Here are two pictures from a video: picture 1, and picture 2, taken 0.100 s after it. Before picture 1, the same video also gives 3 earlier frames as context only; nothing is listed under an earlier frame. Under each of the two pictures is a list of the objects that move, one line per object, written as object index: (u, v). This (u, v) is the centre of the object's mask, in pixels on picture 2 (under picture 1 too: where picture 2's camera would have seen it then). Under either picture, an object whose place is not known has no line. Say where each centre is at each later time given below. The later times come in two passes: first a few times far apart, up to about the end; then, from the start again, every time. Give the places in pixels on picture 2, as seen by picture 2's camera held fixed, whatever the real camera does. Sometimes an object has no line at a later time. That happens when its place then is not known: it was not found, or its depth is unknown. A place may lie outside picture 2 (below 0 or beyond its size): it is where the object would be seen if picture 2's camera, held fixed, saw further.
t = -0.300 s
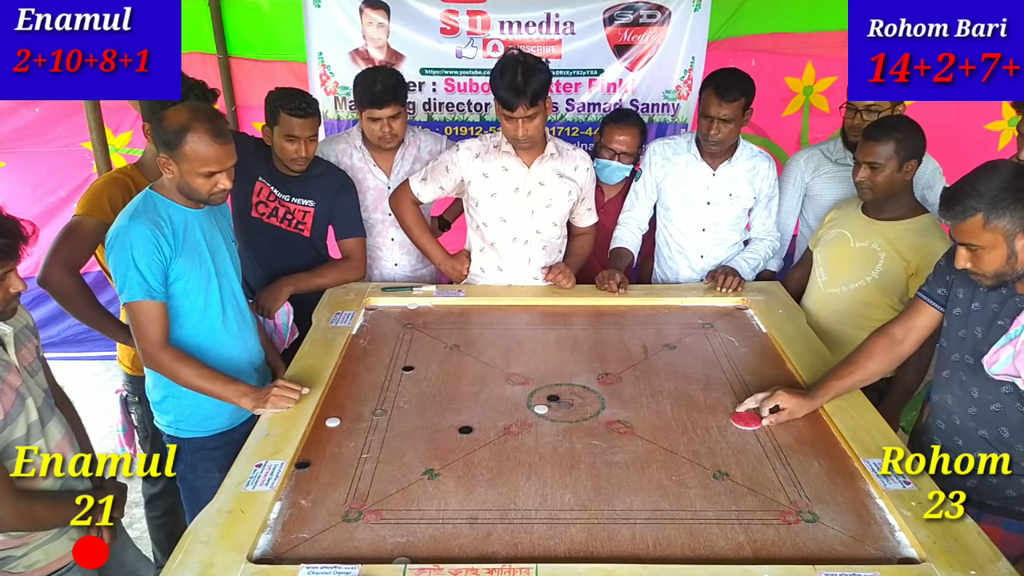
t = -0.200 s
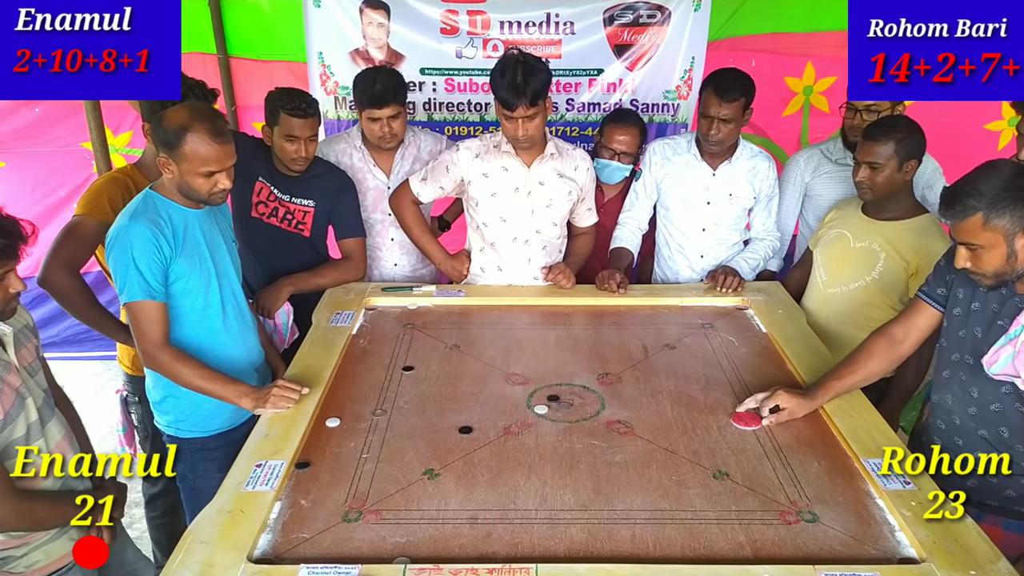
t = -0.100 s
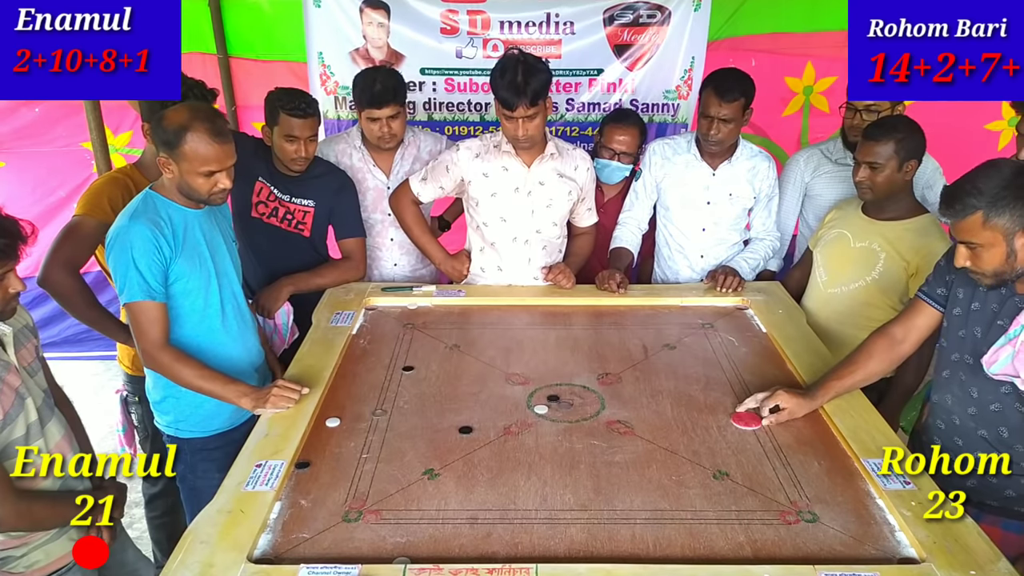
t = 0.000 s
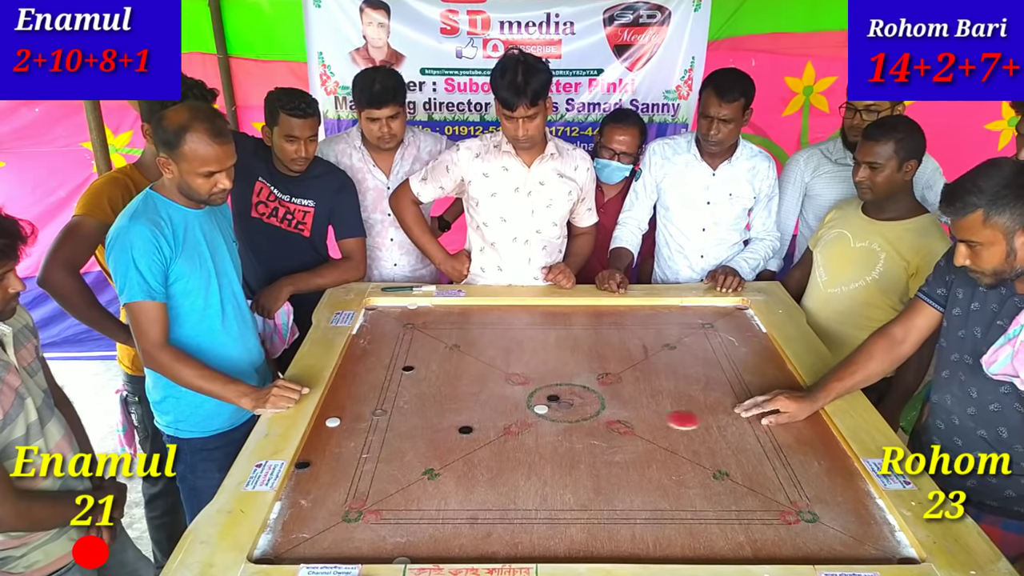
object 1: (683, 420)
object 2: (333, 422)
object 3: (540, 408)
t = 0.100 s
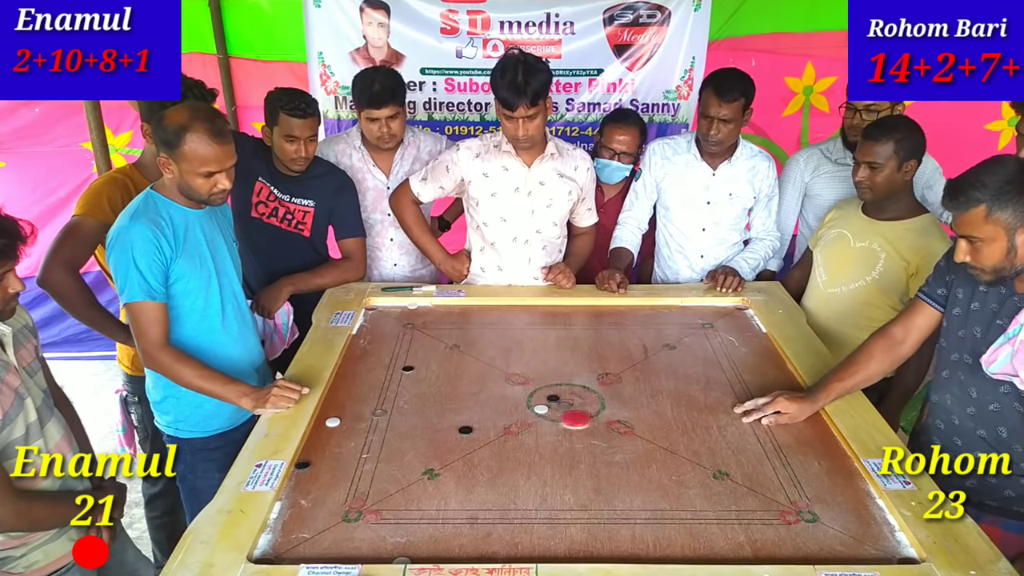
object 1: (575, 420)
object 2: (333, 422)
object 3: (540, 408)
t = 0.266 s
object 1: (420, 418)
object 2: (333, 422)
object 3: (529, 389)
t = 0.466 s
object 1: (337, 418)
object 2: (322, 433)
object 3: (519, 372)
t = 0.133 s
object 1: (541, 420)
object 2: (333, 422)
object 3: (540, 407)
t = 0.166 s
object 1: (509, 421)
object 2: (333, 422)
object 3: (537, 403)
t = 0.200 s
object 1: (476, 421)
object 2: (333, 422)
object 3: (534, 398)
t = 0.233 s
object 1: (448, 419)
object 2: (333, 422)
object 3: (531, 394)
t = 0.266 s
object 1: (420, 418)
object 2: (333, 422)
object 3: (529, 389)
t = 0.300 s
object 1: (394, 417)
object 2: (333, 422)
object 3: (526, 385)
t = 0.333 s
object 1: (375, 416)
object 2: (333, 422)
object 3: (525, 382)
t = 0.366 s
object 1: (359, 415)
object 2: (333, 421)
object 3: (523, 379)
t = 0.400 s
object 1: (350, 416)
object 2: (325, 423)
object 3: (521, 376)
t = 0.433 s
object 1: (343, 418)
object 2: (323, 426)
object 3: (520, 374)
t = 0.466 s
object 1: (337, 418)
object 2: (322, 433)
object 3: (519, 372)
